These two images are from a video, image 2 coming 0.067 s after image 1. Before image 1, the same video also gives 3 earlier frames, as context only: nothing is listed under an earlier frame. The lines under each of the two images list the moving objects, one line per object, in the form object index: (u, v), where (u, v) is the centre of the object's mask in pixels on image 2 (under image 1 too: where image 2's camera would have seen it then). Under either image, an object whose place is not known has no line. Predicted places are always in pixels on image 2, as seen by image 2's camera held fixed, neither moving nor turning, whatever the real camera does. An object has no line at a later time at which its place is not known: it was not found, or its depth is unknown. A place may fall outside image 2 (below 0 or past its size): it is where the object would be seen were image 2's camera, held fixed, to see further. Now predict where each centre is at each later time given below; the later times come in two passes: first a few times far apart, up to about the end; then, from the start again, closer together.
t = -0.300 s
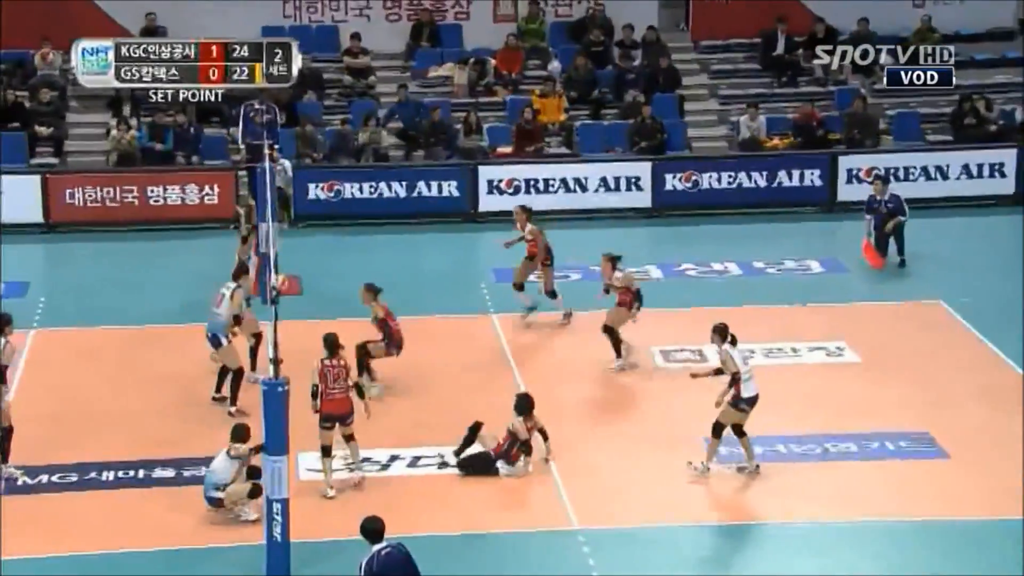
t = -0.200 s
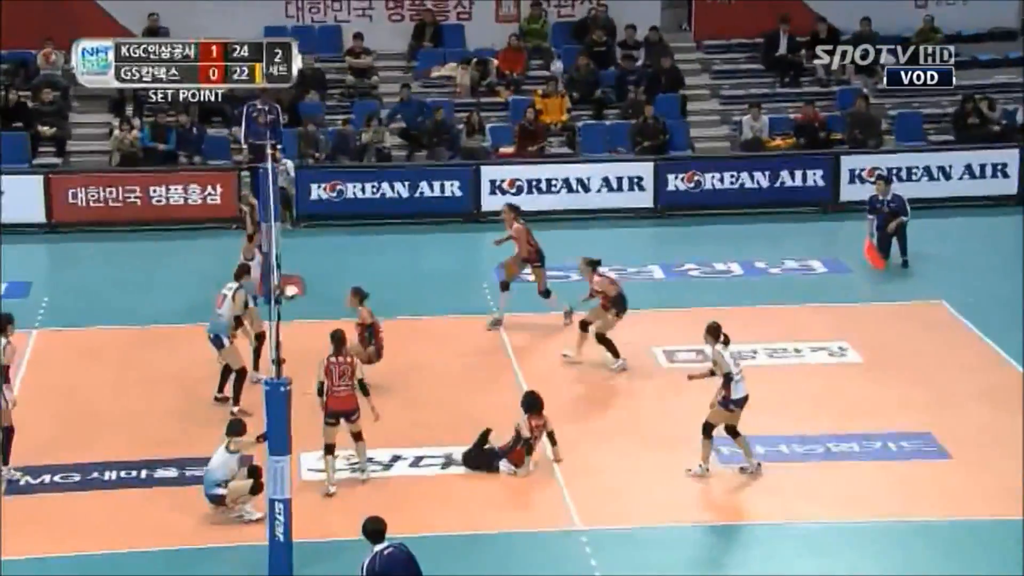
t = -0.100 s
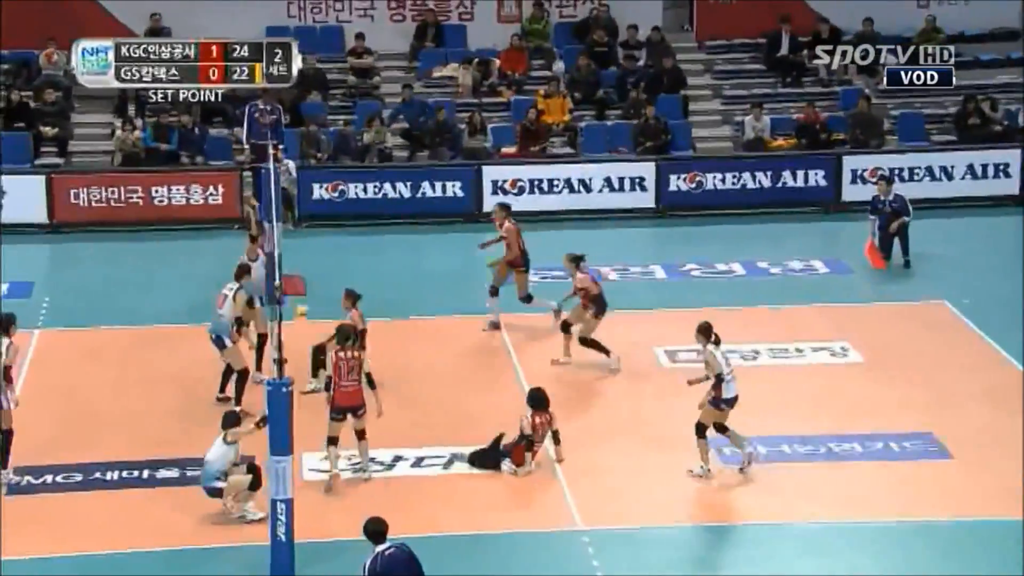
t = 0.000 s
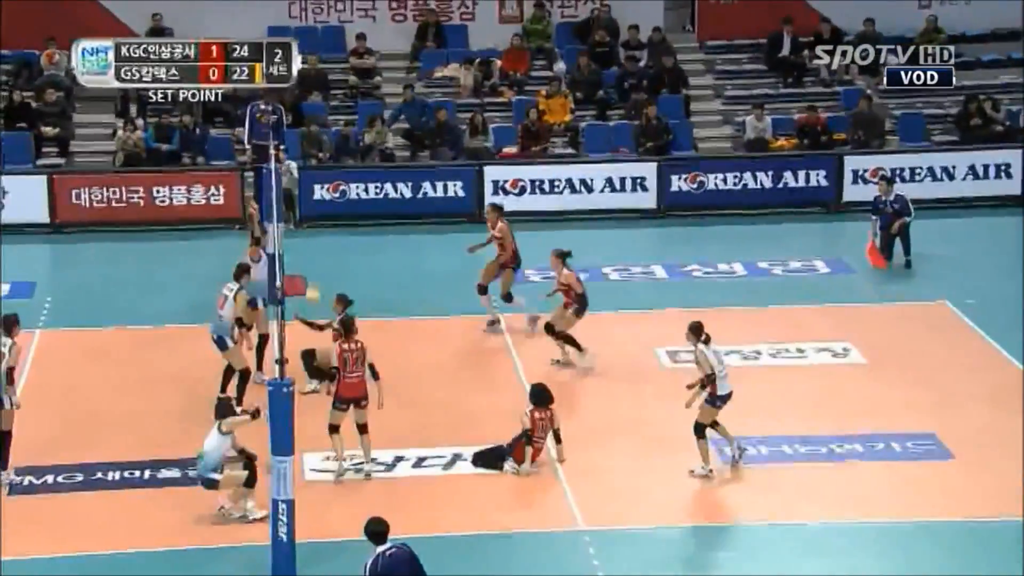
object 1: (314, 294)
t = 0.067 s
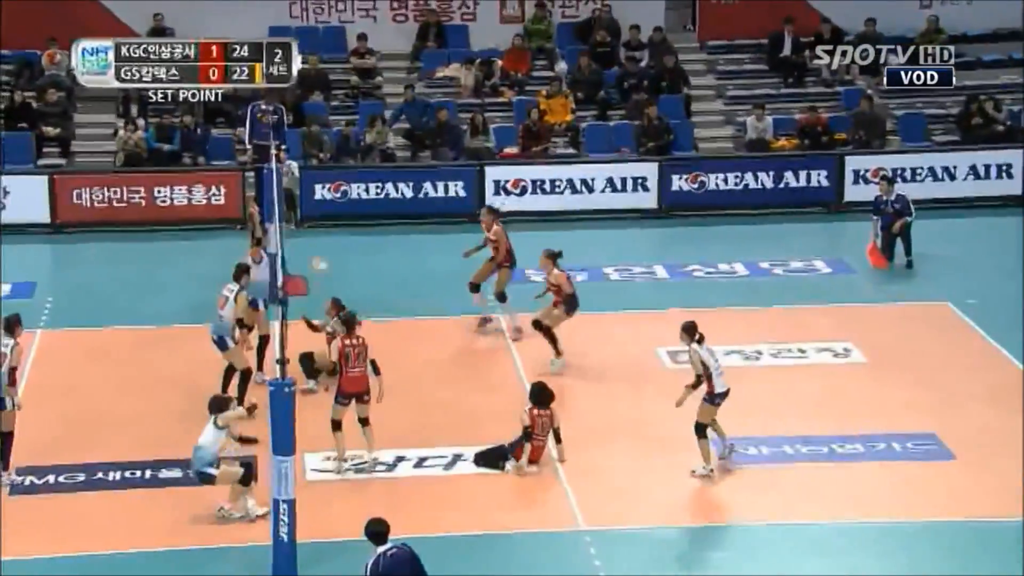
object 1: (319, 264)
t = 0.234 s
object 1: (336, 210)
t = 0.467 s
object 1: (360, 168)
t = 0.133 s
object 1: (327, 240)
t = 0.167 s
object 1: (330, 229)
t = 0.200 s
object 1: (333, 220)
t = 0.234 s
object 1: (336, 210)
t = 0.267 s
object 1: (340, 202)
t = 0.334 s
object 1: (346, 187)
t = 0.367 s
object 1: (350, 182)
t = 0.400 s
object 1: (353, 176)
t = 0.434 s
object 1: (357, 172)
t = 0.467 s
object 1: (360, 168)
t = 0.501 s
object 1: (362, 167)
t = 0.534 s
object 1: (367, 165)
